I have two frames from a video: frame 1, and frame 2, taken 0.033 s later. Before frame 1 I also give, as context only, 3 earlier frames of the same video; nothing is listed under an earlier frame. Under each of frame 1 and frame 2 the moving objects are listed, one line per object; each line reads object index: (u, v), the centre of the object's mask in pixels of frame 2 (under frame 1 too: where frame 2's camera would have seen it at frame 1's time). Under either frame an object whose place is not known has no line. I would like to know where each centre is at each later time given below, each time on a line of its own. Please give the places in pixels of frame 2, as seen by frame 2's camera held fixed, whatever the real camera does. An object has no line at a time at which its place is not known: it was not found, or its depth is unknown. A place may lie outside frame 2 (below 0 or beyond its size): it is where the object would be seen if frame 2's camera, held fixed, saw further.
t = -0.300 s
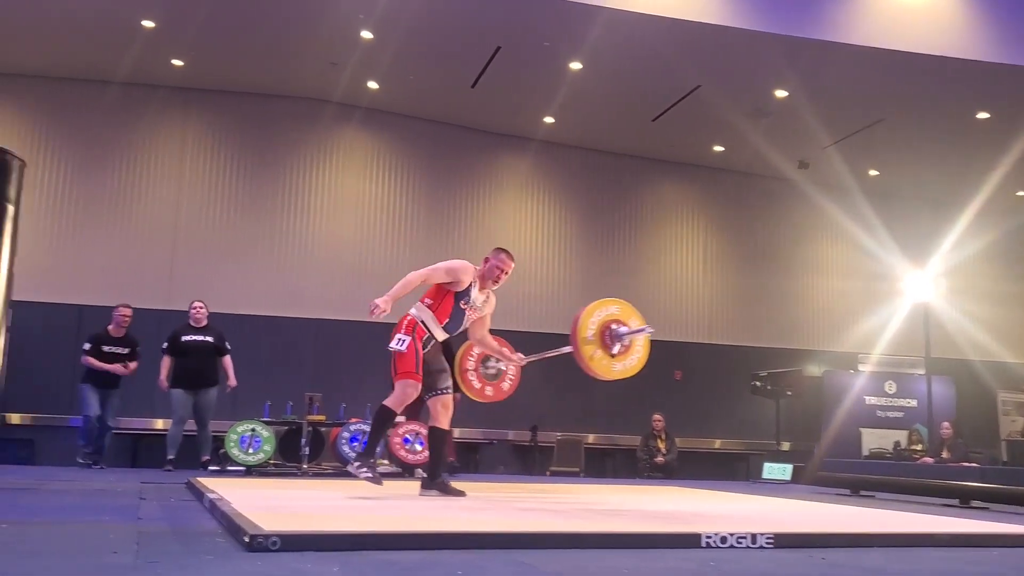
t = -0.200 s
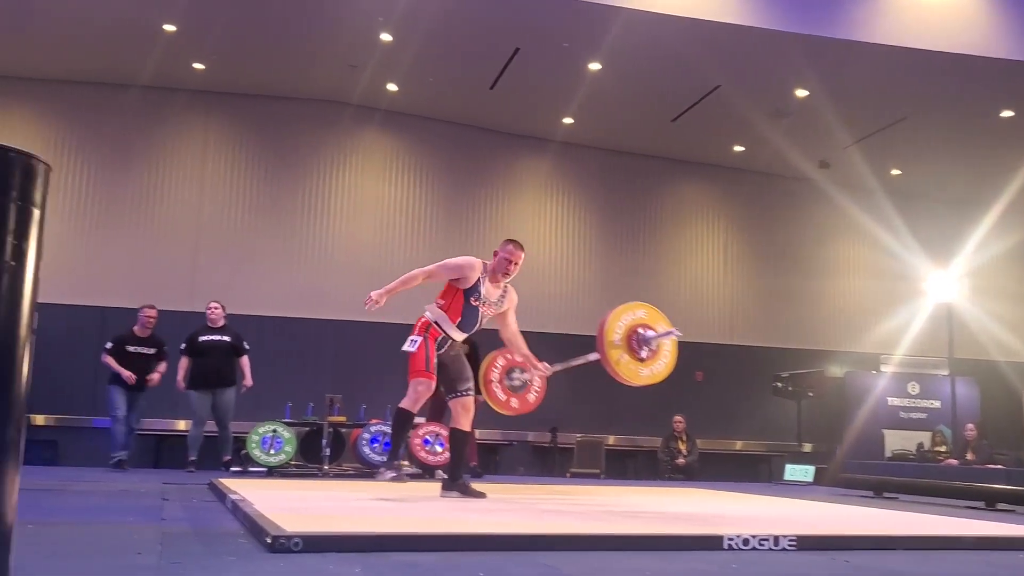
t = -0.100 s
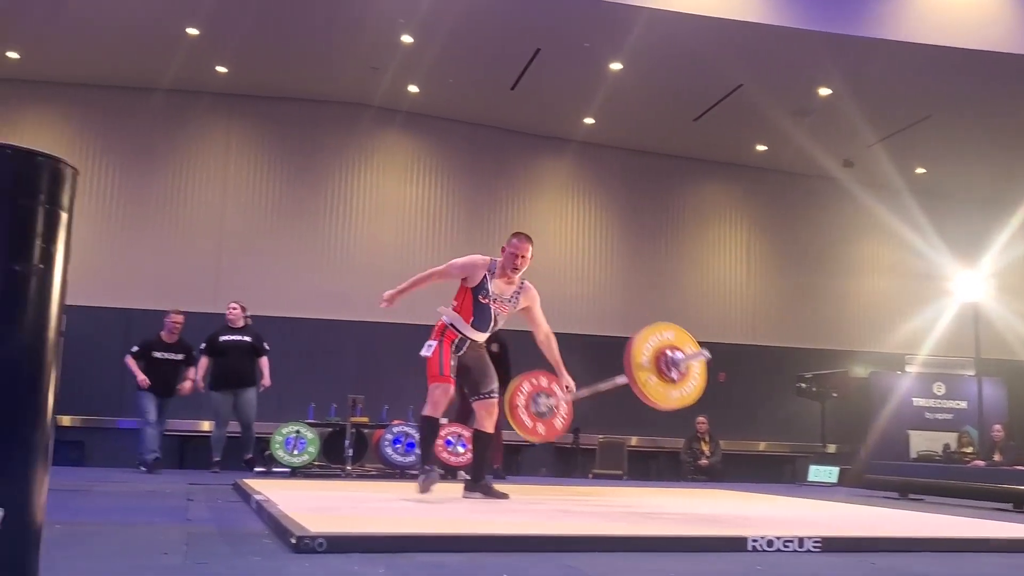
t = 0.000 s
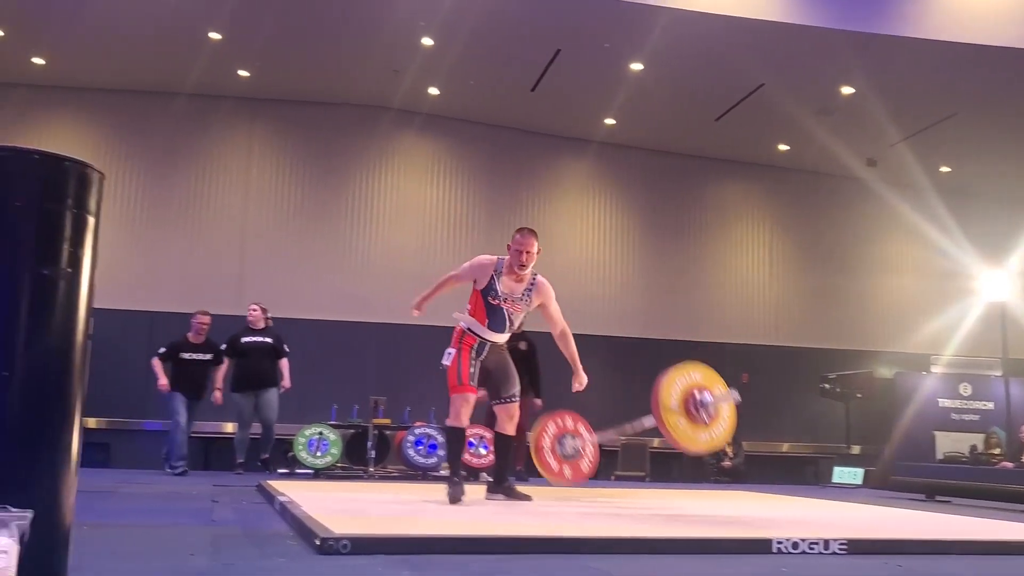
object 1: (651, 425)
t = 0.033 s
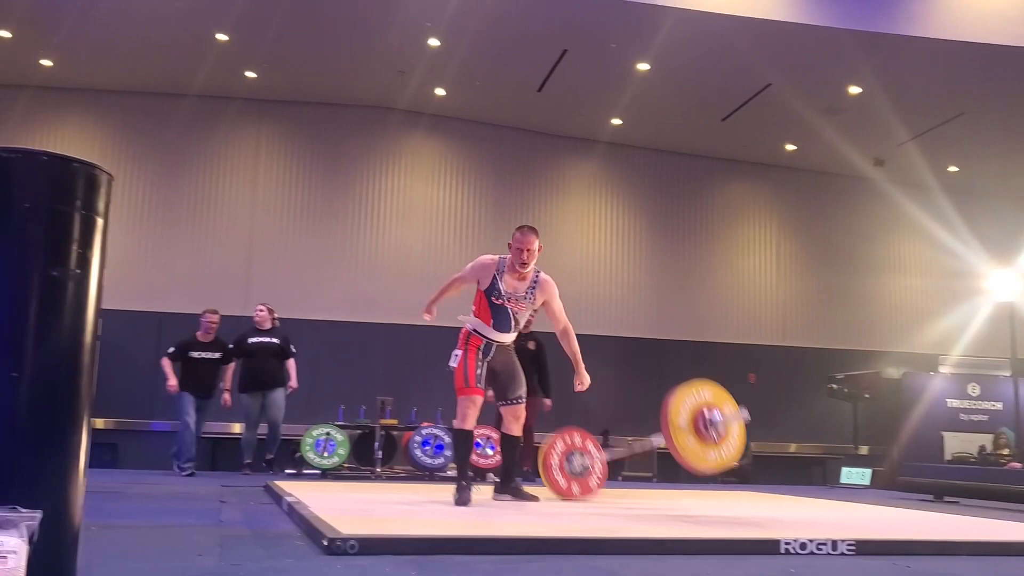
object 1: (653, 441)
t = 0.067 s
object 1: (652, 451)
